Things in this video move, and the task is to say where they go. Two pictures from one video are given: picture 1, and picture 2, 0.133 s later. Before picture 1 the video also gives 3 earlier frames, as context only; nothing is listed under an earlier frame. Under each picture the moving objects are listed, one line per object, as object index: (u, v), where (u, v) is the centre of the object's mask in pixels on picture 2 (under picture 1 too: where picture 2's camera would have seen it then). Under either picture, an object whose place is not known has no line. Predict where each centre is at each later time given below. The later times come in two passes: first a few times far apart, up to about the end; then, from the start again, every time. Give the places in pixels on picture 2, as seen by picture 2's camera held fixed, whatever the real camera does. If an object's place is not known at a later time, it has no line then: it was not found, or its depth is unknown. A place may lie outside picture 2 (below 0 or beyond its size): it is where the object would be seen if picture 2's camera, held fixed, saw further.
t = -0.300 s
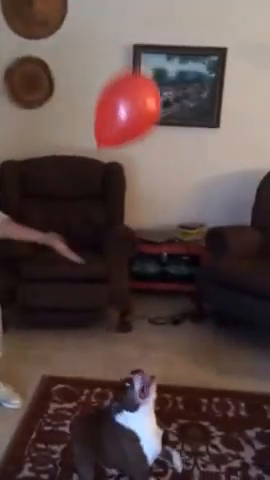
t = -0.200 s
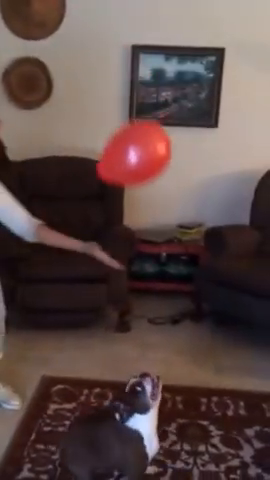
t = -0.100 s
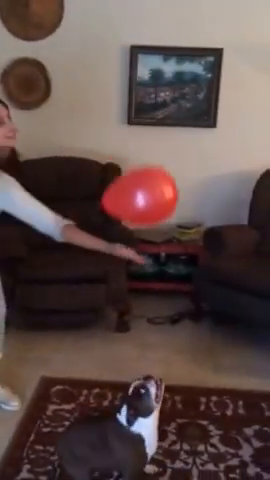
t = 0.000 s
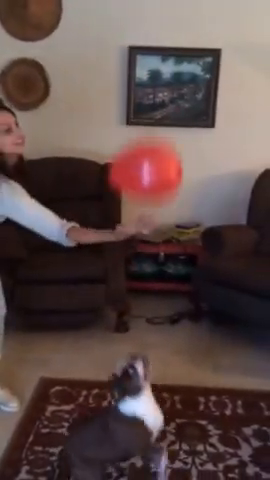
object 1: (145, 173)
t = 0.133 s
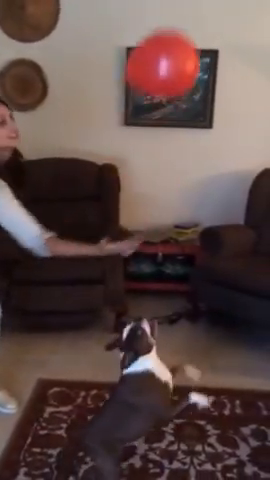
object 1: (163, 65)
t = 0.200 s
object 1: (178, 31)
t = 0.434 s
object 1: (221, 12)
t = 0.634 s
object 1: (237, 18)
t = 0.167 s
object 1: (170, 46)
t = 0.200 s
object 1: (178, 31)
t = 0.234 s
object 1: (186, 24)
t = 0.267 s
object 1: (194, 19)
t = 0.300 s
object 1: (201, 17)
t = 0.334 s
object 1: (208, 15)
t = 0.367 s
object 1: (213, 14)
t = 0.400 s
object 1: (217, 13)
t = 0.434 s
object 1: (221, 12)
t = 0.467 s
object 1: (225, 13)
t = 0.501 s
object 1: (228, 13)
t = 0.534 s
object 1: (230, 13)
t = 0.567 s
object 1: (233, 15)
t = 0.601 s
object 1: (235, 16)
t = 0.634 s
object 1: (237, 18)
